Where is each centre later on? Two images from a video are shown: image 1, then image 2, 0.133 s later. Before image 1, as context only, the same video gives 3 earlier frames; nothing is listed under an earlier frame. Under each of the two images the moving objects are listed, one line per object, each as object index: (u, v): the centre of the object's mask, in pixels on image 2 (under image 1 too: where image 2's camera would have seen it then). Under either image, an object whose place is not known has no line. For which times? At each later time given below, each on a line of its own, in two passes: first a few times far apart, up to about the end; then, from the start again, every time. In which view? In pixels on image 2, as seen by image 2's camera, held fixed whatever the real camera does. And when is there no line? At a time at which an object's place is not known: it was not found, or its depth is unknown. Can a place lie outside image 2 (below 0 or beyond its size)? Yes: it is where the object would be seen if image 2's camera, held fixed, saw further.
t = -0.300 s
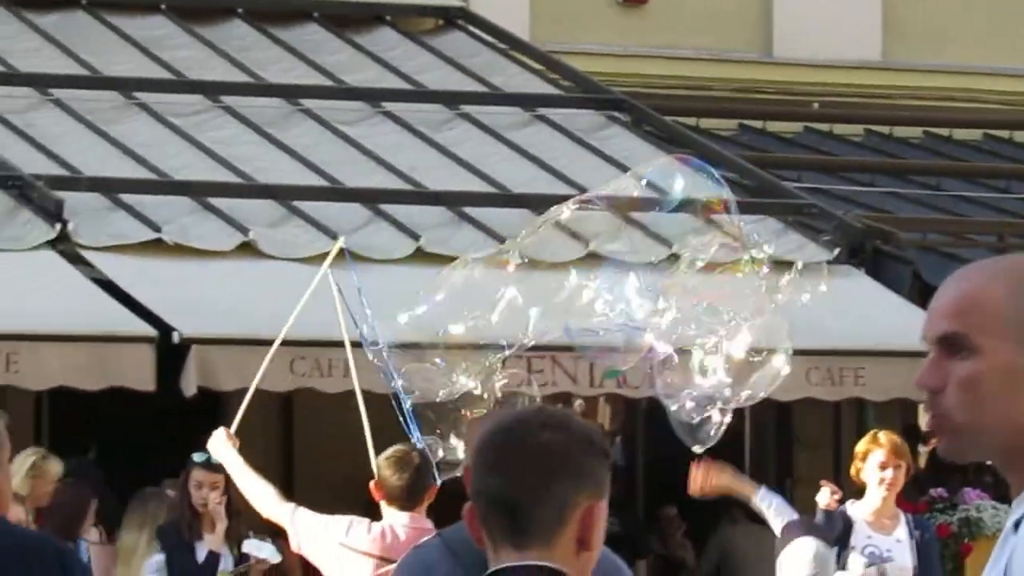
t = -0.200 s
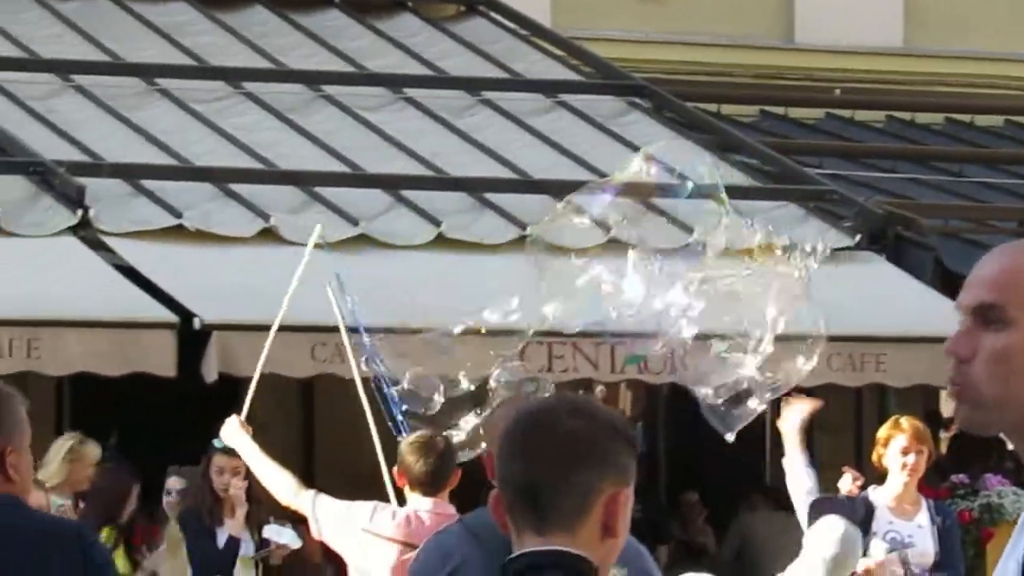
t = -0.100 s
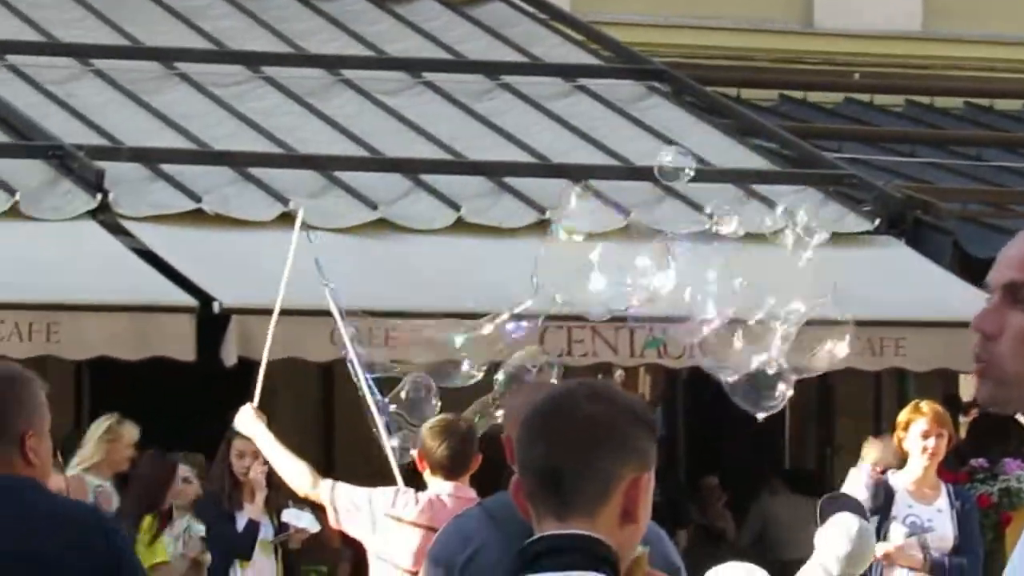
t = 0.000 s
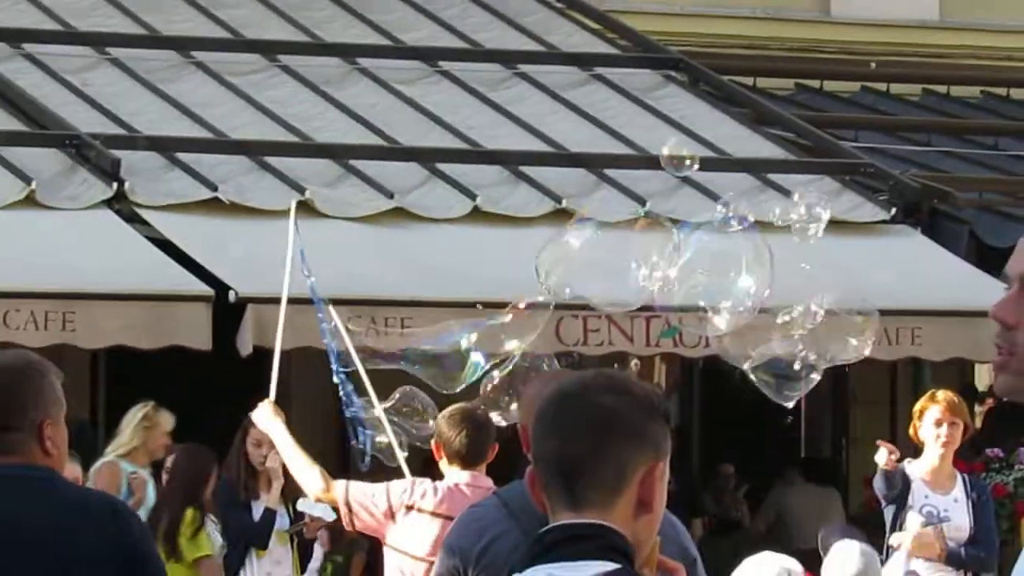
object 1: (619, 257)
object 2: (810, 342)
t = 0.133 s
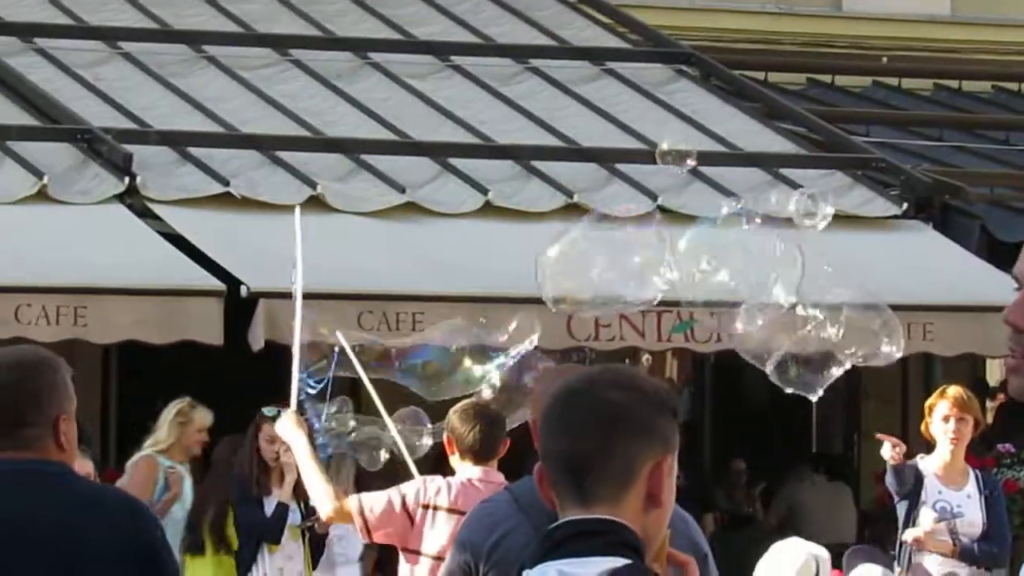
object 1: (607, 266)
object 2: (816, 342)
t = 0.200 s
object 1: (600, 271)
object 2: (822, 336)
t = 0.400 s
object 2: (834, 341)
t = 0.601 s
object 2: (849, 347)
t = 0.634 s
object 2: (852, 348)
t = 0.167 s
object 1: (604, 268)
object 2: (819, 334)
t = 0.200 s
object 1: (600, 271)
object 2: (822, 336)
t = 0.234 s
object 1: (598, 275)
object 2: (824, 335)
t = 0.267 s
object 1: (596, 278)
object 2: (827, 337)
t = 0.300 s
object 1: (592, 278)
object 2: (831, 338)
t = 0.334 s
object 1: (589, 278)
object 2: (831, 341)
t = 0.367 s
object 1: (588, 279)
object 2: (833, 341)
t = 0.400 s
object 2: (834, 341)
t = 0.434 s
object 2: (835, 341)
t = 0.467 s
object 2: (839, 341)
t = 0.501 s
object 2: (842, 343)
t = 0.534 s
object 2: (844, 345)
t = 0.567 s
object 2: (847, 346)
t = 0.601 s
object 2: (849, 347)
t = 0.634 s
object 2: (852, 348)
